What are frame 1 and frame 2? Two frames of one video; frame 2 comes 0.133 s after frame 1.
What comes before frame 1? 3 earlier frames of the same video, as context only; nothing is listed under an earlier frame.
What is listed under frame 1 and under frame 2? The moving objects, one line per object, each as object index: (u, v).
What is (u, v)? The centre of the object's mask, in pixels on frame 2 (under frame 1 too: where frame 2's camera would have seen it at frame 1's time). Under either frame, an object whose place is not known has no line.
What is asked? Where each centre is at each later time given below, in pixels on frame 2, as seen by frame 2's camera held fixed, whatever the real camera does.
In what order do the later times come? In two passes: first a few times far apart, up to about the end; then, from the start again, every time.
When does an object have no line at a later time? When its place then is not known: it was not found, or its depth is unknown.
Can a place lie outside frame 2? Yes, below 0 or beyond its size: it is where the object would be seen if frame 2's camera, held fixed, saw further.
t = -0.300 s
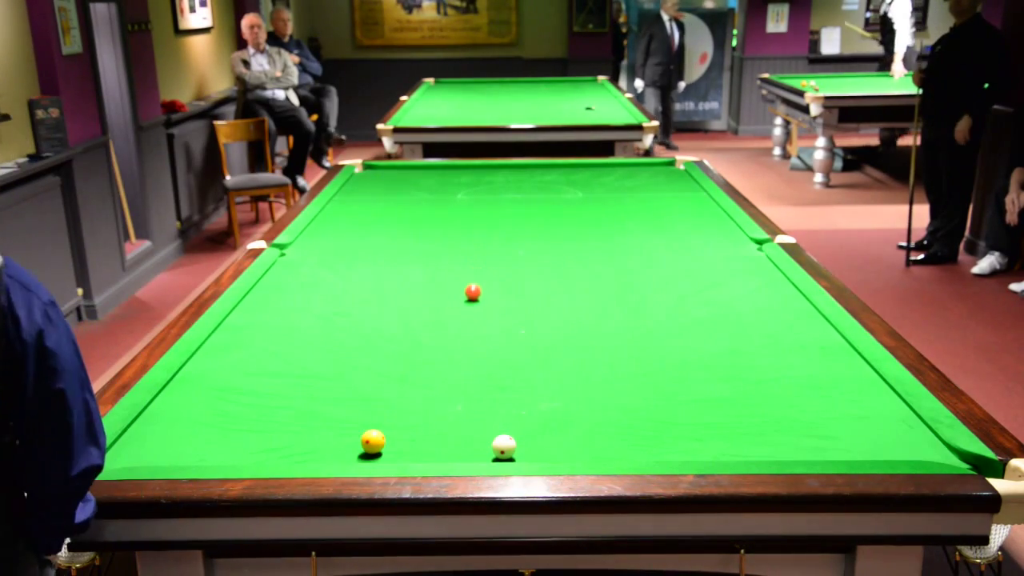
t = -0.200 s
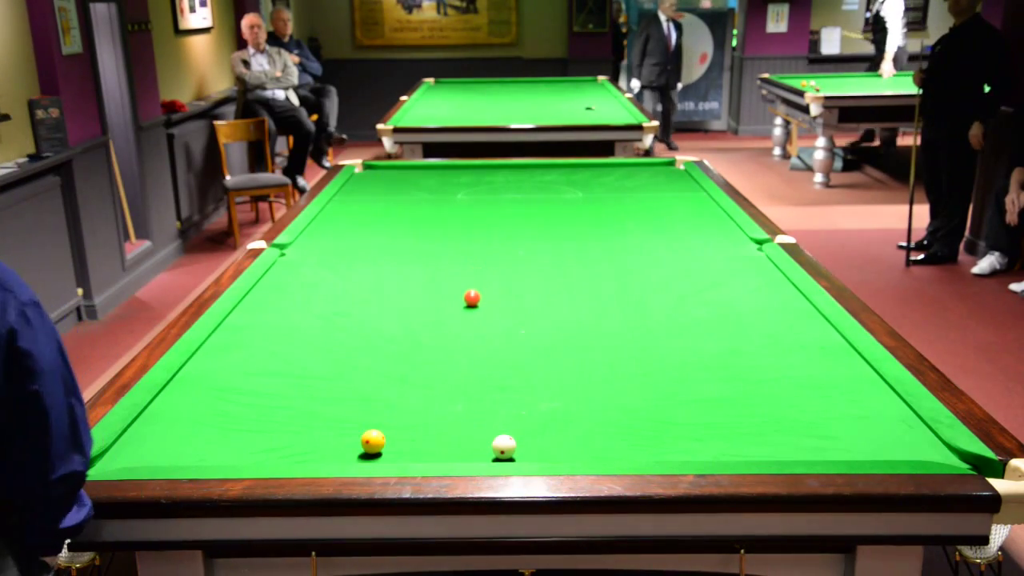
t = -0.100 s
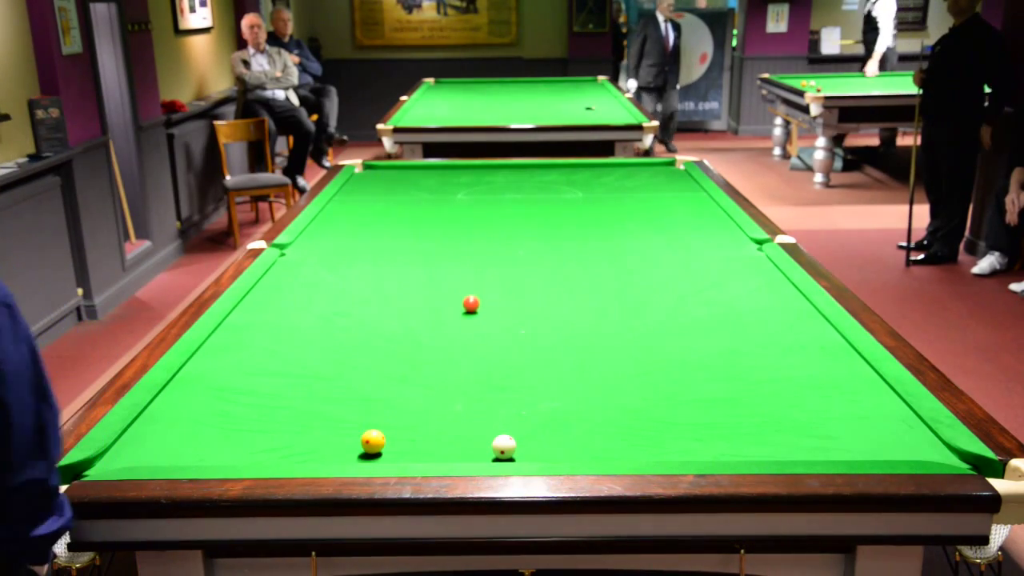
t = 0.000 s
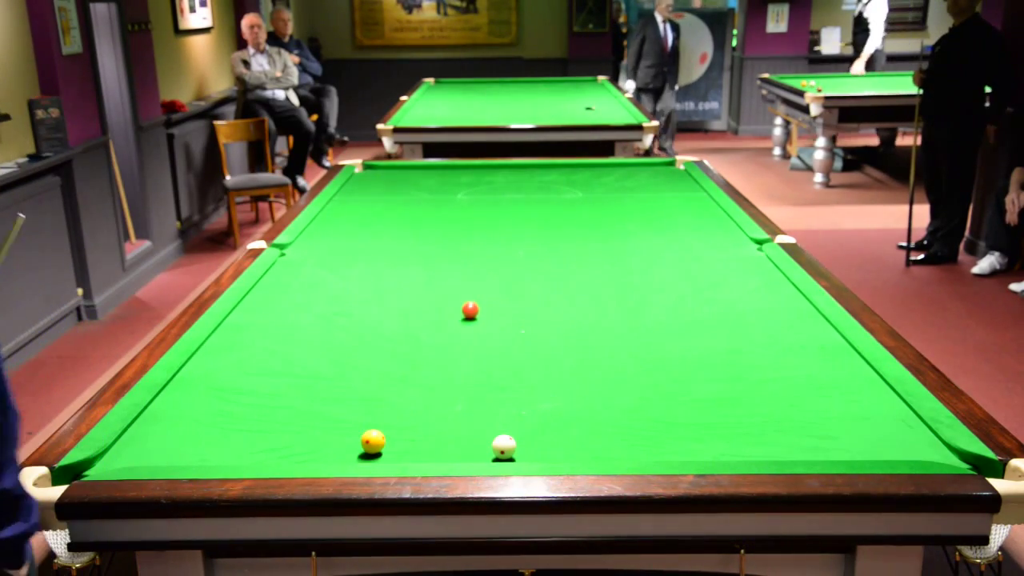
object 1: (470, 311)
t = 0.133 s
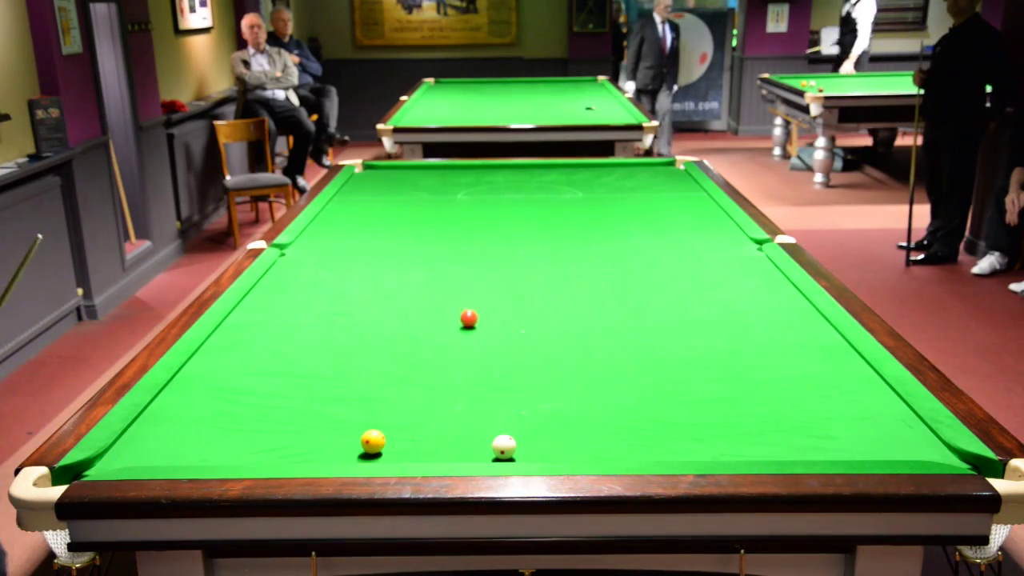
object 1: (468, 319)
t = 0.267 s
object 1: (467, 328)
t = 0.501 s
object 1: (465, 343)
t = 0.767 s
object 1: (462, 363)
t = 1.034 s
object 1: (460, 383)
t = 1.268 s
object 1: (457, 402)
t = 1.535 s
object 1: (453, 426)
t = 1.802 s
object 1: (450, 447)
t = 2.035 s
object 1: (448, 454)
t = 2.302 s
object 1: (450, 444)
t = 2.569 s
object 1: (452, 432)
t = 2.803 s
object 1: (453, 424)
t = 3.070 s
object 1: (455, 416)
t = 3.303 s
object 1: (456, 409)
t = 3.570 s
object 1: (456, 404)
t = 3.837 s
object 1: (457, 399)
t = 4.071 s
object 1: (457, 396)
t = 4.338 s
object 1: (457, 394)
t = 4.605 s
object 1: (457, 393)
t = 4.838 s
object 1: (457, 393)
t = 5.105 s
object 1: (457, 393)
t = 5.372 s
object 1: (457, 393)
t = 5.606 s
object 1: (457, 393)
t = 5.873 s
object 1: (457, 393)
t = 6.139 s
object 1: (457, 393)
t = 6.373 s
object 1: (457, 393)
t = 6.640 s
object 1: (457, 393)
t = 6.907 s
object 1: (457, 393)
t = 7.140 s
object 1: (457, 393)
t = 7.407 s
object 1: (457, 393)
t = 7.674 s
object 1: (457, 393)
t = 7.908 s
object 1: (457, 393)
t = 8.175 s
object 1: (457, 393)
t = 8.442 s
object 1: (457, 393)
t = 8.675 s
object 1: (457, 393)
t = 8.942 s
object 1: (457, 393)
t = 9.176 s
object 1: (457, 393)
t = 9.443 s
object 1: (457, 393)
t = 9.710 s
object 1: (457, 393)
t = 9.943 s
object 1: (457, 393)
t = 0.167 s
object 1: (468, 321)
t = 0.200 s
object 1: (468, 323)
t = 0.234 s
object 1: (467, 326)
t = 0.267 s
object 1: (467, 328)
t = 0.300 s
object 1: (467, 330)
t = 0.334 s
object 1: (466, 332)
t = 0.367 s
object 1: (466, 335)
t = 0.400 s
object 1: (466, 336)
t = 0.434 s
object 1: (465, 339)
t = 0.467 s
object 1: (465, 342)
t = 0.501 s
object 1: (465, 343)
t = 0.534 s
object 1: (465, 346)
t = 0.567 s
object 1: (464, 348)
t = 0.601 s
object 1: (464, 350)
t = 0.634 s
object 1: (463, 353)
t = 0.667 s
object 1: (463, 356)
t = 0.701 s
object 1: (463, 358)
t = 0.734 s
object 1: (463, 360)
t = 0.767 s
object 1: (462, 363)
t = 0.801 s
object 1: (462, 365)
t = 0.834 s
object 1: (462, 368)
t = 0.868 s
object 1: (461, 370)
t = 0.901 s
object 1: (461, 373)
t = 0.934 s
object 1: (461, 375)
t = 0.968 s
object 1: (461, 378)
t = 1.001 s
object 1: (460, 381)
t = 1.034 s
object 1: (460, 383)
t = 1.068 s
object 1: (460, 386)
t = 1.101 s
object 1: (459, 389)
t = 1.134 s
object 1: (459, 392)
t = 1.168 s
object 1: (459, 394)
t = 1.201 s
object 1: (458, 397)
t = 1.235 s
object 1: (458, 400)
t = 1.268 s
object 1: (457, 402)
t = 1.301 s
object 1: (457, 405)
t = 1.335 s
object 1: (456, 408)
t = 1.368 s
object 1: (456, 411)
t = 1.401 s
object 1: (455, 414)
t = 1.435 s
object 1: (455, 417)
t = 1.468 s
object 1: (454, 420)
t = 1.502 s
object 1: (454, 423)
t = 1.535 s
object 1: (453, 426)
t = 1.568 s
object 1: (453, 429)
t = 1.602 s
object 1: (452, 432)
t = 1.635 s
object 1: (452, 435)
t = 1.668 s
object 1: (451, 438)
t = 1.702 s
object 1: (451, 441)
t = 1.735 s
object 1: (451, 442)
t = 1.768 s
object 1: (450, 445)
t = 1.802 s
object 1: (450, 447)
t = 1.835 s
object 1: (449, 450)
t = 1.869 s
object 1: (449, 452)
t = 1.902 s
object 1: (448, 454)
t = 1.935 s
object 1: (448, 455)
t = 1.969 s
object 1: (448, 456)
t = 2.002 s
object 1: (448, 455)
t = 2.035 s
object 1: (448, 454)
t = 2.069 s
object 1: (449, 453)
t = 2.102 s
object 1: (449, 452)
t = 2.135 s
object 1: (449, 451)
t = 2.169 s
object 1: (449, 450)
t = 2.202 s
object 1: (450, 448)
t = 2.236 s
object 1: (450, 447)
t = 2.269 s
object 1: (450, 445)
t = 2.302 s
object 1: (450, 444)
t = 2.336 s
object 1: (451, 442)
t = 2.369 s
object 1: (451, 441)
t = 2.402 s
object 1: (451, 439)
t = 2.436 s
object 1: (451, 438)
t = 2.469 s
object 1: (451, 436)
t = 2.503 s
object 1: (451, 435)
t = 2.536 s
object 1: (452, 434)
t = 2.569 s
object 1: (452, 432)
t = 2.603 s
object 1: (452, 431)
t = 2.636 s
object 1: (452, 430)
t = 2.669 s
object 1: (452, 429)
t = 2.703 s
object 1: (453, 427)
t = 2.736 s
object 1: (453, 426)
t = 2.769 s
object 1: (453, 425)
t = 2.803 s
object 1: (453, 424)
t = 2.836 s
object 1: (453, 423)
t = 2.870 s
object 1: (454, 422)
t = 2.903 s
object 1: (454, 420)
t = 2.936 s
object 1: (454, 419)
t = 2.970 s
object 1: (454, 418)
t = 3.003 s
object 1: (454, 417)
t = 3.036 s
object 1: (454, 416)
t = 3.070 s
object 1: (455, 416)
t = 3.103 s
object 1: (455, 415)
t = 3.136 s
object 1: (455, 414)
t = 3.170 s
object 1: (455, 413)
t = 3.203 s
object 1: (455, 412)
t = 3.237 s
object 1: (456, 411)
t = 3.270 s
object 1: (456, 410)
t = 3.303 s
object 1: (456, 409)
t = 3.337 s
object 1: (456, 409)
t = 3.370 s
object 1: (456, 408)
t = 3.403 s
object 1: (456, 407)
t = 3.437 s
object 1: (456, 406)
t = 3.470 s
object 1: (456, 406)
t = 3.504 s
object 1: (456, 405)
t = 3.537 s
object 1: (456, 404)
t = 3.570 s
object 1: (456, 404)
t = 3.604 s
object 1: (456, 403)
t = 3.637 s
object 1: (456, 402)
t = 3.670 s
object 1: (456, 402)
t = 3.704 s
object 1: (456, 402)
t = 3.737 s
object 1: (456, 401)
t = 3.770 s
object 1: (457, 400)
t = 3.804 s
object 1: (457, 400)
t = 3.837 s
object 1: (457, 399)
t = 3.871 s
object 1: (457, 399)
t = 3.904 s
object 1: (457, 398)
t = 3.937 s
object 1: (457, 398)
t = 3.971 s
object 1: (457, 397)
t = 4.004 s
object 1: (457, 397)
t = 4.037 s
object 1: (457, 396)
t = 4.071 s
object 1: (457, 396)
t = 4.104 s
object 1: (457, 396)
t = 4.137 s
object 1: (457, 396)
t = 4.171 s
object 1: (457, 395)
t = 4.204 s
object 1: (457, 395)
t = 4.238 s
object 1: (457, 395)
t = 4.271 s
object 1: (457, 395)
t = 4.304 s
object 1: (457, 394)
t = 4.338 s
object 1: (457, 394)
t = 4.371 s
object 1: (457, 394)
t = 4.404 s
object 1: (457, 394)
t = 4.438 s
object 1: (457, 394)
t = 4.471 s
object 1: (457, 394)
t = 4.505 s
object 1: (457, 393)
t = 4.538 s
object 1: (457, 393)
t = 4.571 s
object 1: (457, 393)
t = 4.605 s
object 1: (457, 393)
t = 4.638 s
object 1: (457, 393)
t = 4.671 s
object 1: (457, 393)
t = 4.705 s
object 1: (457, 393)
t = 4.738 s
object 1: (457, 393)
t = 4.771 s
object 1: (457, 393)
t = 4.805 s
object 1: (457, 393)
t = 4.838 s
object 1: (457, 393)
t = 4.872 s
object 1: (457, 393)
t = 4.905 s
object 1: (457, 393)
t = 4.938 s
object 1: (457, 393)
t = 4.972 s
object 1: (457, 393)
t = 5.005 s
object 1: (457, 393)
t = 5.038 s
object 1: (457, 393)
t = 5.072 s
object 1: (457, 393)
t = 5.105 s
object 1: (457, 393)
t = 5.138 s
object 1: (457, 393)
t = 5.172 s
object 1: (457, 393)
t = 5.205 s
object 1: (457, 393)
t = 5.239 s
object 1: (457, 393)
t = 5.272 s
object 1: (457, 393)
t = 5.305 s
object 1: (457, 393)
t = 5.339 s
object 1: (457, 393)
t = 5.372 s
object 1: (457, 393)
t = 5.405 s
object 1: (457, 393)
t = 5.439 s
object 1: (457, 393)
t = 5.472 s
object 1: (457, 393)
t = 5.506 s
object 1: (457, 393)
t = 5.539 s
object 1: (457, 393)
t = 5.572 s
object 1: (457, 393)
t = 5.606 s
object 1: (457, 393)
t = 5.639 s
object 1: (457, 393)
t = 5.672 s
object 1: (457, 393)
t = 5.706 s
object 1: (457, 393)
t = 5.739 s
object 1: (457, 393)
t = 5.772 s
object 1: (457, 393)
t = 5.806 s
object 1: (457, 393)
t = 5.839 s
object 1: (457, 393)
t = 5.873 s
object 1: (457, 393)
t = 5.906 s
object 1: (457, 393)
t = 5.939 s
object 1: (457, 393)
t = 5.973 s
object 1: (457, 393)
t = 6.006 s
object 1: (457, 393)
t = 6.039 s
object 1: (457, 393)
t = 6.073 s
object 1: (457, 393)
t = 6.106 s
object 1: (457, 393)
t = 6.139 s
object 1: (457, 393)
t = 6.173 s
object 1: (457, 393)
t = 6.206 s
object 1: (457, 393)
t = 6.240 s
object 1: (457, 393)
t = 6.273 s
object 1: (457, 393)
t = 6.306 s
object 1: (457, 393)
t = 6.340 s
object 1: (457, 393)
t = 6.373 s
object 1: (457, 393)
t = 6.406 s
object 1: (457, 393)
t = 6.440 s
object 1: (457, 393)
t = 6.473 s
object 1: (457, 393)
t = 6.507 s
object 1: (457, 393)
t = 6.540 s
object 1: (457, 393)
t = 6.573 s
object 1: (457, 393)
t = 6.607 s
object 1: (457, 393)
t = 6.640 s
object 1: (457, 393)
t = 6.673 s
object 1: (457, 393)
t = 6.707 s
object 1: (457, 393)
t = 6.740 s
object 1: (457, 393)
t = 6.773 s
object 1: (457, 393)
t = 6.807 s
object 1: (457, 393)
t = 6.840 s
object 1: (457, 393)
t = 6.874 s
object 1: (457, 393)
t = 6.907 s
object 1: (457, 393)
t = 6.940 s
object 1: (457, 393)
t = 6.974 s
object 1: (457, 393)
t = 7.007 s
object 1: (457, 393)
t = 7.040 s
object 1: (457, 393)
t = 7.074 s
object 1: (457, 393)
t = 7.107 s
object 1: (457, 393)
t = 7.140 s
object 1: (457, 393)
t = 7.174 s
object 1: (457, 393)
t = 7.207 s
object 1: (457, 393)
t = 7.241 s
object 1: (457, 393)
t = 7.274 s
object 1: (457, 393)
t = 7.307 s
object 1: (457, 393)
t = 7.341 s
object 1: (457, 393)
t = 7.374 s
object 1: (457, 393)
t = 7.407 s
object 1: (457, 393)
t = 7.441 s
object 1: (457, 393)
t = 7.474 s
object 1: (457, 393)
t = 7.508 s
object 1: (457, 393)
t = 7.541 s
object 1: (457, 393)
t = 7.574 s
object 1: (457, 393)
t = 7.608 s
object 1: (457, 393)
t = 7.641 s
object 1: (457, 393)
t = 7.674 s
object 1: (457, 393)
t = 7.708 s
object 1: (457, 393)
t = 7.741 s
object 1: (457, 393)
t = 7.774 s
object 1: (457, 393)
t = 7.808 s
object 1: (457, 393)
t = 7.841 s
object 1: (457, 393)
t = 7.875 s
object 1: (457, 393)
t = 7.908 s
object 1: (457, 393)
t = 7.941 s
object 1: (457, 393)
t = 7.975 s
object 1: (457, 393)
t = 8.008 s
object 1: (457, 393)
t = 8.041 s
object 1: (457, 393)
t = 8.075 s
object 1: (457, 393)
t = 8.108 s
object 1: (457, 393)
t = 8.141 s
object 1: (457, 393)
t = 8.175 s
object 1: (457, 393)
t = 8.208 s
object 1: (457, 393)
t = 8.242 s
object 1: (457, 393)
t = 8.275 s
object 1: (457, 393)
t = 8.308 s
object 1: (457, 393)
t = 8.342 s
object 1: (457, 393)
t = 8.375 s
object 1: (457, 393)
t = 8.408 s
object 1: (457, 393)
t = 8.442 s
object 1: (457, 393)
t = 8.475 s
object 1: (457, 393)
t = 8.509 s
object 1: (457, 393)
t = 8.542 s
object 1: (457, 393)
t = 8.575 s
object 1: (457, 393)
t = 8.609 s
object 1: (457, 393)
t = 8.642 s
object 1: (457, 393)
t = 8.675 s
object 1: (457, 393)
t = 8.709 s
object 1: (457, 393)
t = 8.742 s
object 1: (457, 393)
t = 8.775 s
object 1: (457, 393)
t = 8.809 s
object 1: (457, 393)
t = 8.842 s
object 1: (457, 393)
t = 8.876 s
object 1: (457, 393)
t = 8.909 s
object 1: (457, 393)
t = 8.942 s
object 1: (457, 393)
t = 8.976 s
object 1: (457, 393)
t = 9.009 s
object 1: (457, 393)
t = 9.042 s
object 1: (457, 393)
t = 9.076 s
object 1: (457, 393)
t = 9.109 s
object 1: (457, 393)
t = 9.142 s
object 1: (457, 393)
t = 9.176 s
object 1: (457, 393)
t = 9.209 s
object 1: (457, 393)
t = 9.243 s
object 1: (457, 393)
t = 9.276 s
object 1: (457, 393)
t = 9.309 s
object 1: (457, 393)
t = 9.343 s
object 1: (457, 393)
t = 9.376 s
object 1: (457, 393)
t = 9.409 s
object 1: (457, 393)
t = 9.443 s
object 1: (457, 393)
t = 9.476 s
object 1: (457, 393)
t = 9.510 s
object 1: (457, 393)
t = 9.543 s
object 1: (457, 393)
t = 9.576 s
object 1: (457, 393)
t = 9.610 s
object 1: (457, 393)
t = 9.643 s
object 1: (457, 393)
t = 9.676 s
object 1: (457, 393)
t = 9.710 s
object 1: (457, 393)
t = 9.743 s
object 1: (457, 393)
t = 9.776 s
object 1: (457, 393)
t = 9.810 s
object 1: (457, 393)
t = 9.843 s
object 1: (457, 393)
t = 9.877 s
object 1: (457, 393)
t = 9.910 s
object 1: (457, 393)
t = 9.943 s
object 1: (457, 393)
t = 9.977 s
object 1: (457, 393)
